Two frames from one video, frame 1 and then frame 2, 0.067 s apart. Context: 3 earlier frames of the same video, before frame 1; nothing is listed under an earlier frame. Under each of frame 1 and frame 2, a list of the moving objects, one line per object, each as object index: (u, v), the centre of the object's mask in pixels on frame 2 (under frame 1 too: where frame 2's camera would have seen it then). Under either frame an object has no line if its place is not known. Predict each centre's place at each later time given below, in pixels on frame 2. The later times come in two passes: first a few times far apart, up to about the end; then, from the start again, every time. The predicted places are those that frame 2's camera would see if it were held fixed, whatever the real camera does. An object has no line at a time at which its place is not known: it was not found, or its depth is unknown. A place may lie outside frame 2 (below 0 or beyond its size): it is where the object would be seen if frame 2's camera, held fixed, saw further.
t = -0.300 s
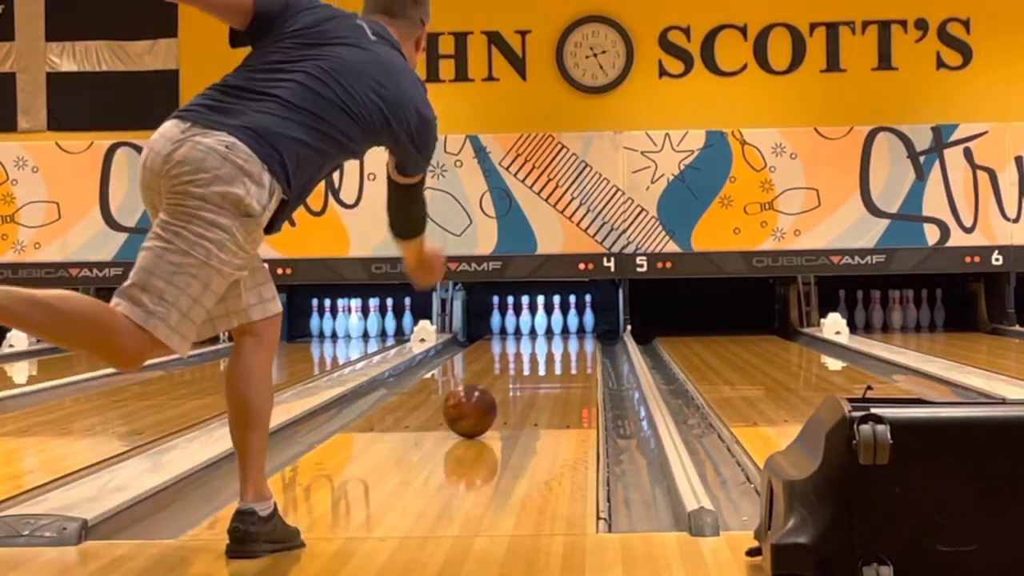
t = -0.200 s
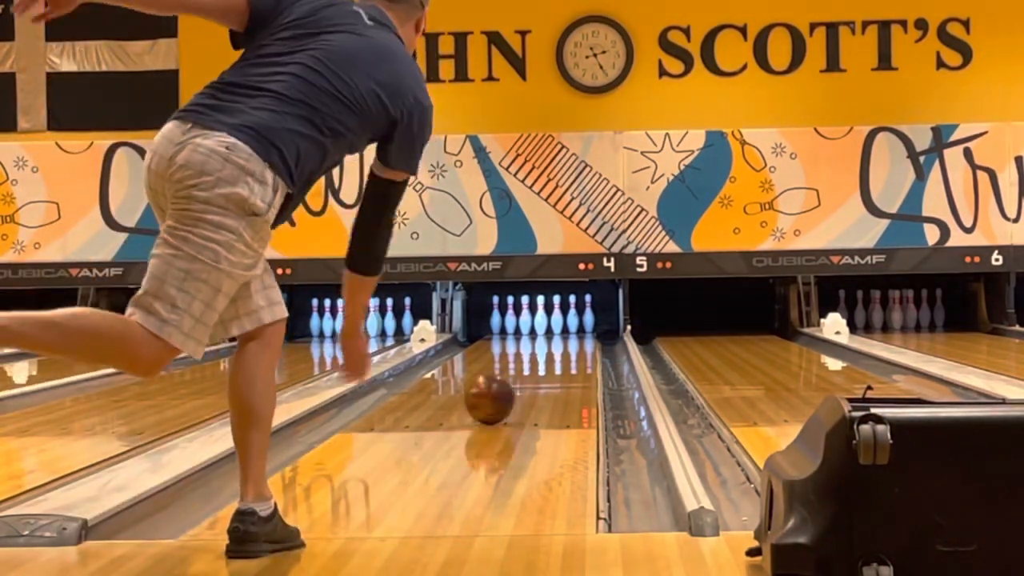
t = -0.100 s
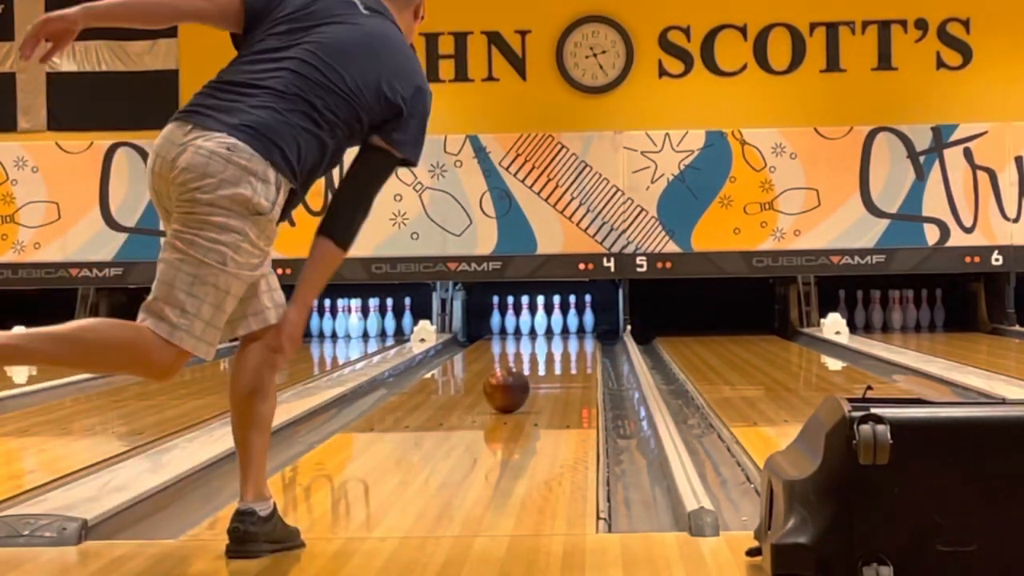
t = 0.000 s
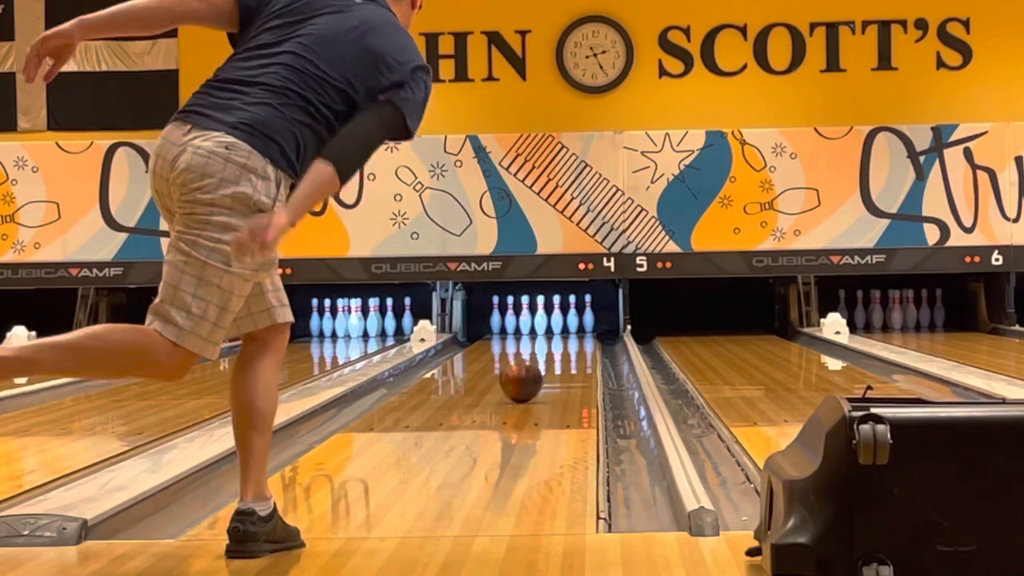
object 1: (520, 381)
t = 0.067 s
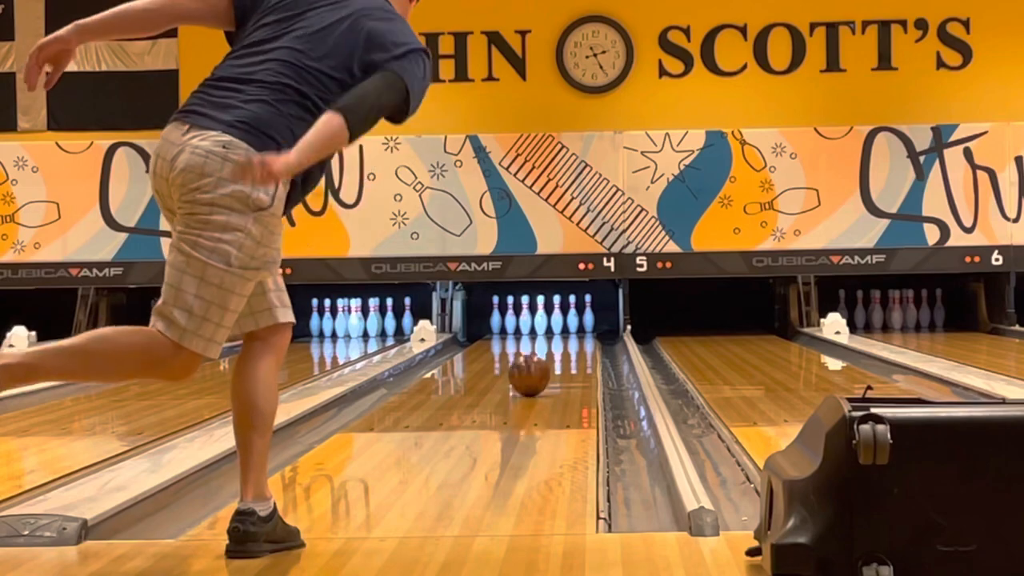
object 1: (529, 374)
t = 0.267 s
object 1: (550, 361)
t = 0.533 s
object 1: (568, 349)
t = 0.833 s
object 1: (580, 338)
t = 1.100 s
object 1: (577, 331)
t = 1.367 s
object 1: (563, 326)
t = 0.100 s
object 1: (533, 372)
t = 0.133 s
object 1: (537, 370)
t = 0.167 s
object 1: (540, 368)
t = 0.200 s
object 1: (543, 366)
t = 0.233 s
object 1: (546, 364)
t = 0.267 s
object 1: (550, 361)
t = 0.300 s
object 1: (552, 360)
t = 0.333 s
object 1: (555, 358)
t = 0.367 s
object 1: (558, 356)
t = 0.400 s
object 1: (560, 354)
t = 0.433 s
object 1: (563, 352)
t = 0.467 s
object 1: (565, 351)
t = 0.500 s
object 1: (566, 350)
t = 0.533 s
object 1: (568, 349)
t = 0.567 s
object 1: (570, 348)
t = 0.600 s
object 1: (572, 346)
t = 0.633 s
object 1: (574, 345)
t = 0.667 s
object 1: (575, 344)
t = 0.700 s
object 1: (577, 343)
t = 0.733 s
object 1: (577, 341)
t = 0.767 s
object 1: (579, 340)
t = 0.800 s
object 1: (579, 339)
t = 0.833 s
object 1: (580, 338)
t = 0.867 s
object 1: (580, 337)
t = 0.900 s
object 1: (580, 336)
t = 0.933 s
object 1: (580, 335)
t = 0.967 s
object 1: (580, 334)
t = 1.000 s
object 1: (580, 333)
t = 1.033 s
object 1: (579, 333)
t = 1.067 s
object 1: (579, 332)
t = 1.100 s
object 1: (577, 331)
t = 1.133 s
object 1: (576, 330)
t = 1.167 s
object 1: (575, 330)
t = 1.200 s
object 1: (573, 329)
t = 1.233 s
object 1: (572, 328)
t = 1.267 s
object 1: (570, 327)
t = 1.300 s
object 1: (567, 327)
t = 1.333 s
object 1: (566, 326)
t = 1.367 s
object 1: (563, 326)
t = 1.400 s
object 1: (560, 325)
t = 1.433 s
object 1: (558, 325)
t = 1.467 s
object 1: (555, 325)
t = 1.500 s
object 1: (554, 324)
